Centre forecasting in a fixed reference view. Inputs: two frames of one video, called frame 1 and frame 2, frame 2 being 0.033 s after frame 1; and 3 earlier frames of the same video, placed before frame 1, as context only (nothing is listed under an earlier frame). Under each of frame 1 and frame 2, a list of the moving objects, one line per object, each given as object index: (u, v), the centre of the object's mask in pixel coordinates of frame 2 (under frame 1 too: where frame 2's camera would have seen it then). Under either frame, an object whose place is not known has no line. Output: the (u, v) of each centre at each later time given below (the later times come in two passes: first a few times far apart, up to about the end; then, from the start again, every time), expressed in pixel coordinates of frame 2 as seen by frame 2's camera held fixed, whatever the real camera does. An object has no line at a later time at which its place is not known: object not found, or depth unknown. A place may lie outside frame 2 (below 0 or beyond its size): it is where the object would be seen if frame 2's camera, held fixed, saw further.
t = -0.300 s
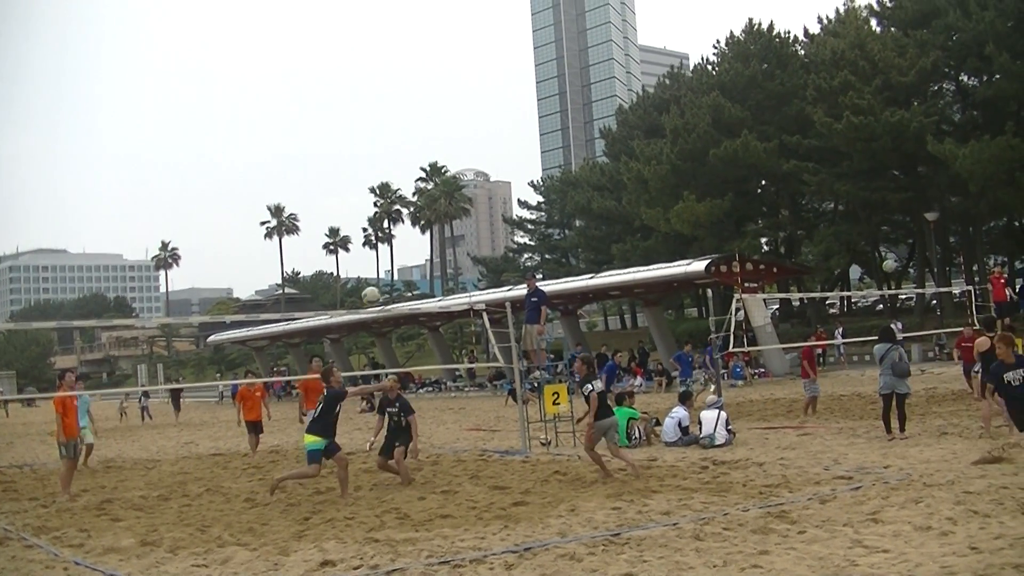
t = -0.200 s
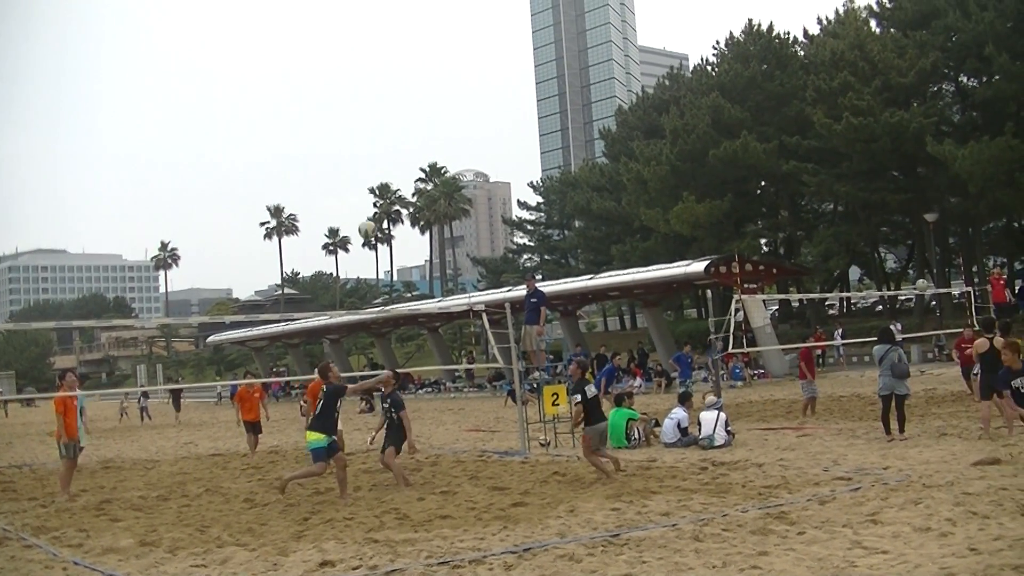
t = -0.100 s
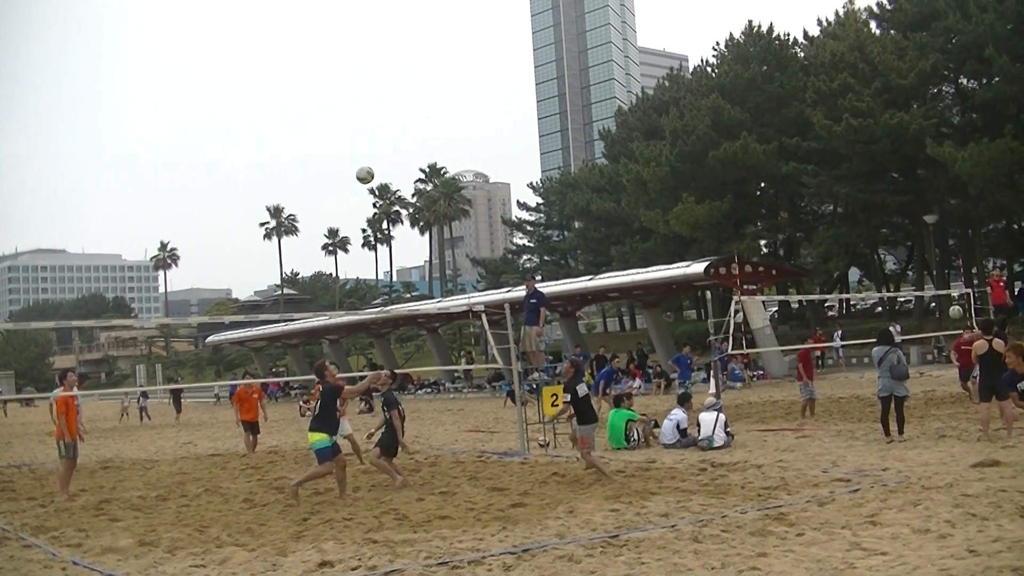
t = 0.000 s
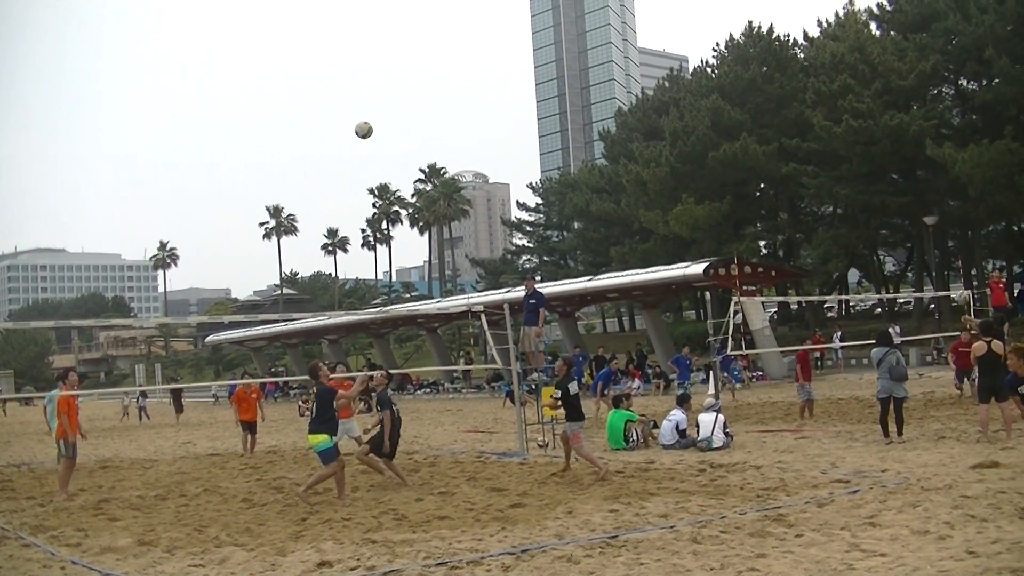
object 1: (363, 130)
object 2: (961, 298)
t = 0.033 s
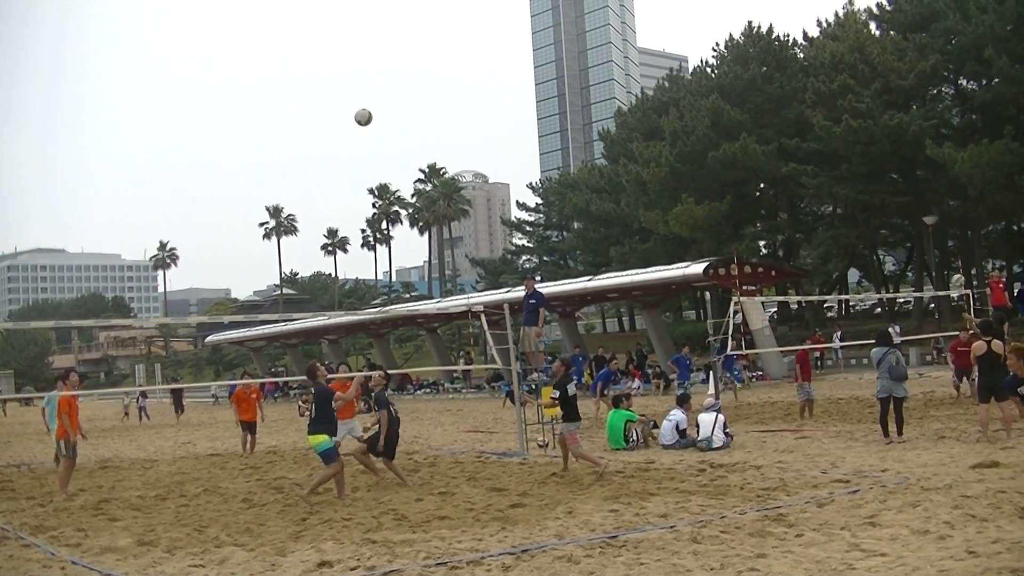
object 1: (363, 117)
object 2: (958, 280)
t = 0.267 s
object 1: (364, 55)
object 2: (935, 197)
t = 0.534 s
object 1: (369, 39)
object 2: (915, 148)
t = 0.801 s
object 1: (379, 75)
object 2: (901, 140)
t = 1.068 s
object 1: (394, 160)
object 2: (893, 170)
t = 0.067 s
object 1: (363, 105)
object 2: (954, 266)
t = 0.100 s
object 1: (363, 94)
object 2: (951, 252)
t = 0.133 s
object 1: (364, 84)
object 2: (947, 240)
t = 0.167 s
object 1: (364, 75)
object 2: (944, 228)
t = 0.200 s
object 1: (364, 67)
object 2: (941, 217)
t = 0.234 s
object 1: (364, 61)
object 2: (938, 206)
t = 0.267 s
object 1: (364, 55)
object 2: (935, 197)
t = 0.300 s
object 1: (365, 50)
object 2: (932, 188)
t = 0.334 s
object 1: (365, 45)
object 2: (929, 180)
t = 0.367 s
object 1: (365, 42)
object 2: (927, 173)
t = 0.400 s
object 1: (366, 40)
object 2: (924, 167)
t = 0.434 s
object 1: (367, 38)
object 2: (922, 161)
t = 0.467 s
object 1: (367, 38)
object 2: (920, 156)
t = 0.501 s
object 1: (368, 38)
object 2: (917, 152)
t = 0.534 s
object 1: (369, 39)
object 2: (915, 148)
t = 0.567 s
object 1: (370, 41)
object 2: (913, 145)
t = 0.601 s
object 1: (371, 43)
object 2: (911, 143)
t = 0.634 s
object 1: (372, 46)
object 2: (909, 141)
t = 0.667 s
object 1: (373, 51)
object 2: (907, 139)
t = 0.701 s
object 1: (374, 56)
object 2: (905, 138)
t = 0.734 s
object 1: (376, 61)
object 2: (903, 138)
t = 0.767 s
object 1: (377, 68)
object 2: (902, 139)
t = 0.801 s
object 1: (379, 75)
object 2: (901, 140)
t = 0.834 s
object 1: (380, 83)
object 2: (899, 142)
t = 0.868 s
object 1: (382, 92)
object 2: (898, 144)
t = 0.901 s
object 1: (383, 101)
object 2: (897, 147)
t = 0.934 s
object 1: (385, 112)
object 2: (896, 150)
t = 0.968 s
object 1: (387, 123)
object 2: (895, 154)
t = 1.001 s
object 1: (390, 134)
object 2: (894, 159)
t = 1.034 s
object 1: (392, 147)
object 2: (893, 164)
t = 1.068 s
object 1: (394, 160)
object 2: (893, 170)
